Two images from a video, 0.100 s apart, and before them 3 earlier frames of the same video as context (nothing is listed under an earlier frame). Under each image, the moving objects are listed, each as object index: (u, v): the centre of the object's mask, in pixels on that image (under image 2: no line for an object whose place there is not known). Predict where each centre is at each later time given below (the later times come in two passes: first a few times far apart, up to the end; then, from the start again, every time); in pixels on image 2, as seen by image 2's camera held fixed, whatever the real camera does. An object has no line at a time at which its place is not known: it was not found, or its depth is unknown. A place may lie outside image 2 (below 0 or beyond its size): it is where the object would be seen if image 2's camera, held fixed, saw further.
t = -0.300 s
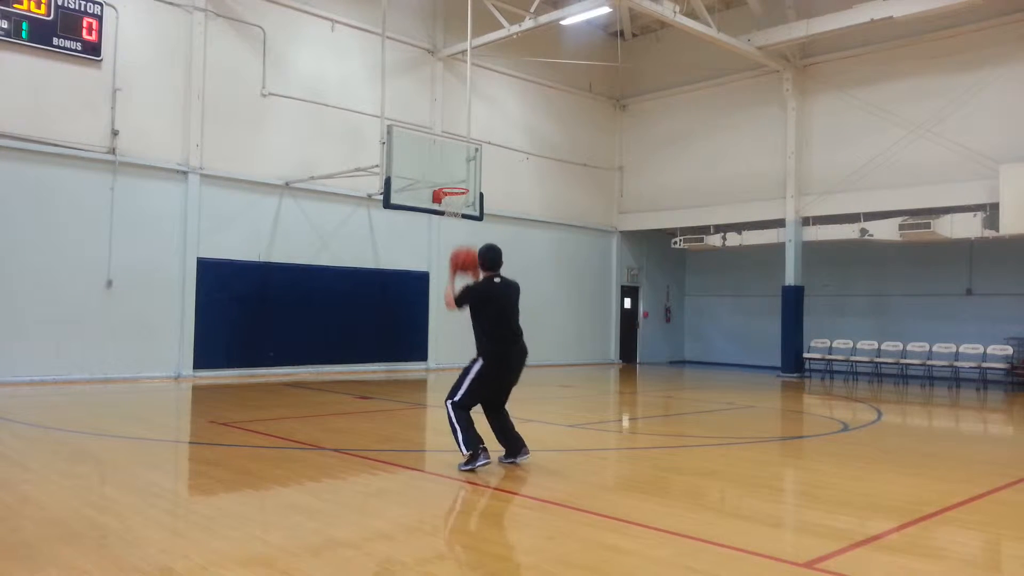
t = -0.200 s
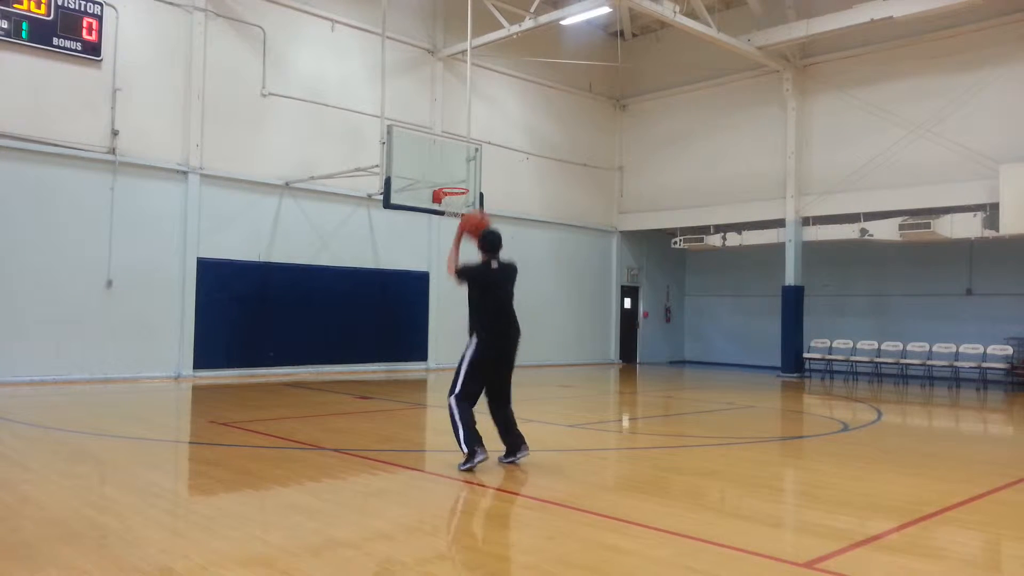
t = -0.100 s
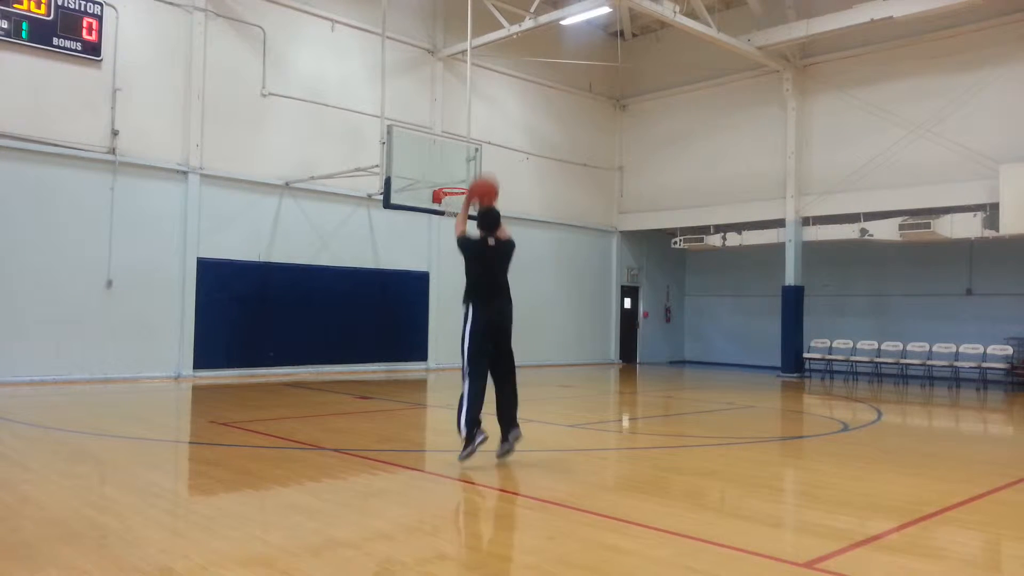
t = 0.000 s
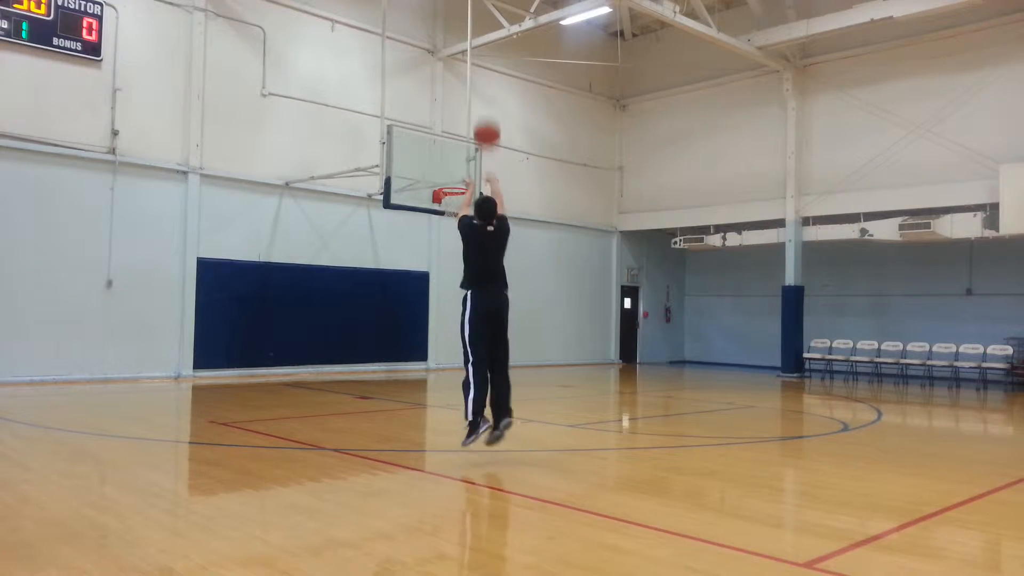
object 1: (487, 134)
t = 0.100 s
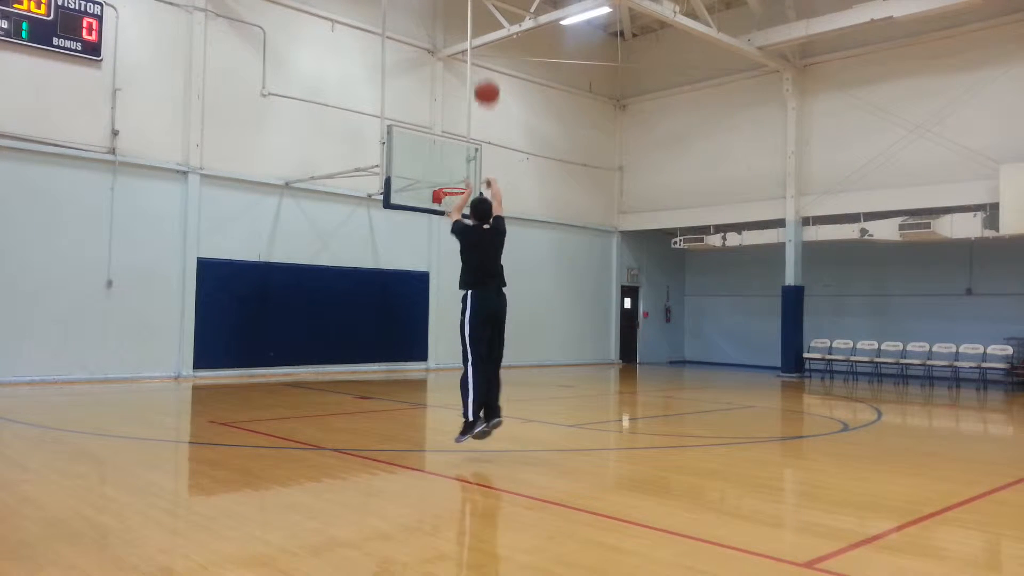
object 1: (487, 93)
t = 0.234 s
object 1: (485, 61)
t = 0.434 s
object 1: (483, 49)
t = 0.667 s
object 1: (478, 76)
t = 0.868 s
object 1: (473, 122)
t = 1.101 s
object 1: (471, 178)
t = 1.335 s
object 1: (494, 161)
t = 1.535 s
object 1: (511, 173)
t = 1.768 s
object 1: (530, 216)
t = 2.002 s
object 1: (546, 289)
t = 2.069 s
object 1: (550, 315)
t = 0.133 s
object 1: (486, 83)
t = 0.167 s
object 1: (486, 74)
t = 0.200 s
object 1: (486, 67)
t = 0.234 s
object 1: (485, 61)
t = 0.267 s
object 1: (485, 56)
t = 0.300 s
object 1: (484, 53)
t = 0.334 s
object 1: (484, 50)
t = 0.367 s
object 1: (483, 49)
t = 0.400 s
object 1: (483, 48)
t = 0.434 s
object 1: (483, 49)
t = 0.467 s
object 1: (482, 50)
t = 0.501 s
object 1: (482, 53)
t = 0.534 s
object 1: (481, 56)
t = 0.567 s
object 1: (480, 60)
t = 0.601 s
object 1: (479, 64)
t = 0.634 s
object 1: (478, 69)
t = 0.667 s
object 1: (478, 76)
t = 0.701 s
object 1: (477, 82)
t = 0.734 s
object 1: (476, 89)
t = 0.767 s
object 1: (475, 96)
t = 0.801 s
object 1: (474, 104)
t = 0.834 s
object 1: (473, 113)
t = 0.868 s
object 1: (473, 122)
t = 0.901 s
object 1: (472, 131)
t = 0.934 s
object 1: (471, 143)
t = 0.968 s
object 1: (470, 153)
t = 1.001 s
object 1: (469, 163)
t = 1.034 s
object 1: (468, 175)
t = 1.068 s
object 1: (469, 182)
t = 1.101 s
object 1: (471, 178)
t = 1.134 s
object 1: (475, 173)
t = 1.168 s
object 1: (478, 170)
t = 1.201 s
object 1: (481, 167)
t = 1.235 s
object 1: (485, 164)
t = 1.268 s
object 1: (488, 162)
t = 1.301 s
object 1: (491, 161)
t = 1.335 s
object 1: (494, 161)
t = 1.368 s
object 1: (497, 162)
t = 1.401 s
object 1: (500, 162)
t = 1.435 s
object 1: (503, 164)
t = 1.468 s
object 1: (505, 166)
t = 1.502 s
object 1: (508, 170)
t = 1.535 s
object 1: (511, 173)
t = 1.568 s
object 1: (514, 177)
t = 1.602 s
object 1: (517, 182)
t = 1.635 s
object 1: (519, 188)
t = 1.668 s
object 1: (522, 194)
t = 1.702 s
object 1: (524, 201)
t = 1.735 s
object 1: (527, 208)
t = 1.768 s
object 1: (530, 216)
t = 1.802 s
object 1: (532, 225)
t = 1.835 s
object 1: (535, 234)
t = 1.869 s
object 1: (537, 245)
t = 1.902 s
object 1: (539, 255)
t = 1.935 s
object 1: (542, 265)
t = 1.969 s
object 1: (544, 277)
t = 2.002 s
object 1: (546, 289)
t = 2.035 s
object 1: (548, 301)
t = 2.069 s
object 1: (550, 315)
